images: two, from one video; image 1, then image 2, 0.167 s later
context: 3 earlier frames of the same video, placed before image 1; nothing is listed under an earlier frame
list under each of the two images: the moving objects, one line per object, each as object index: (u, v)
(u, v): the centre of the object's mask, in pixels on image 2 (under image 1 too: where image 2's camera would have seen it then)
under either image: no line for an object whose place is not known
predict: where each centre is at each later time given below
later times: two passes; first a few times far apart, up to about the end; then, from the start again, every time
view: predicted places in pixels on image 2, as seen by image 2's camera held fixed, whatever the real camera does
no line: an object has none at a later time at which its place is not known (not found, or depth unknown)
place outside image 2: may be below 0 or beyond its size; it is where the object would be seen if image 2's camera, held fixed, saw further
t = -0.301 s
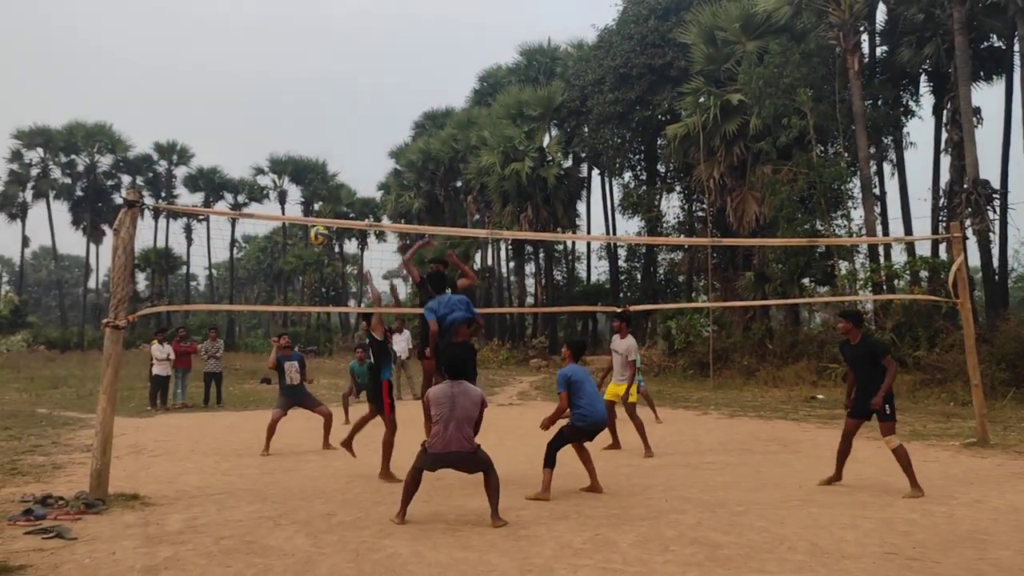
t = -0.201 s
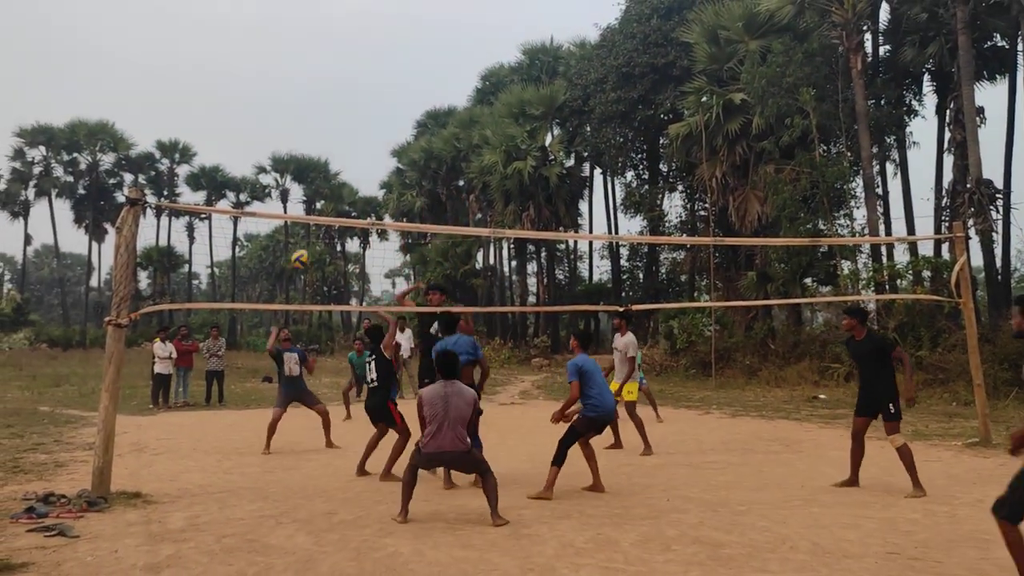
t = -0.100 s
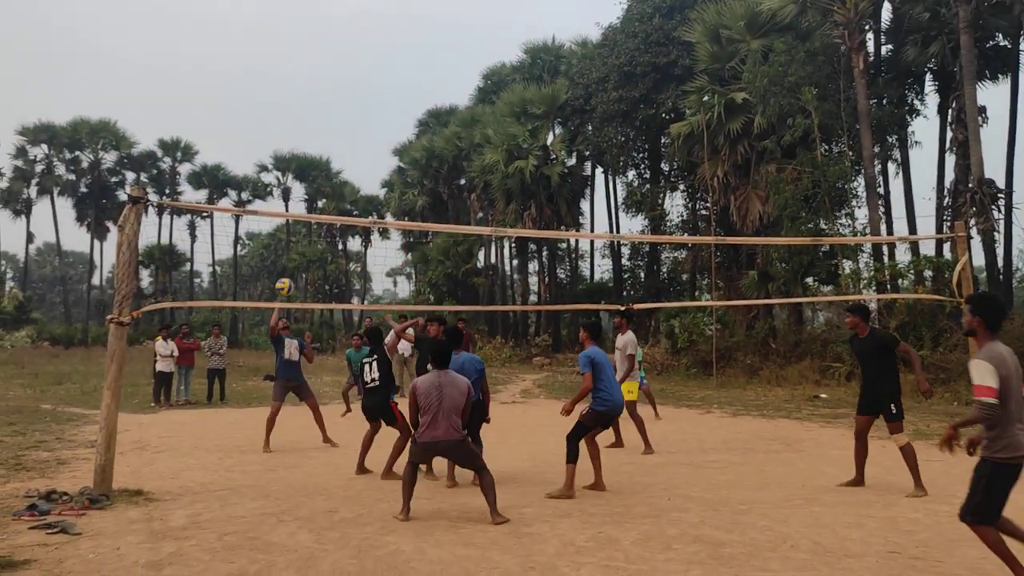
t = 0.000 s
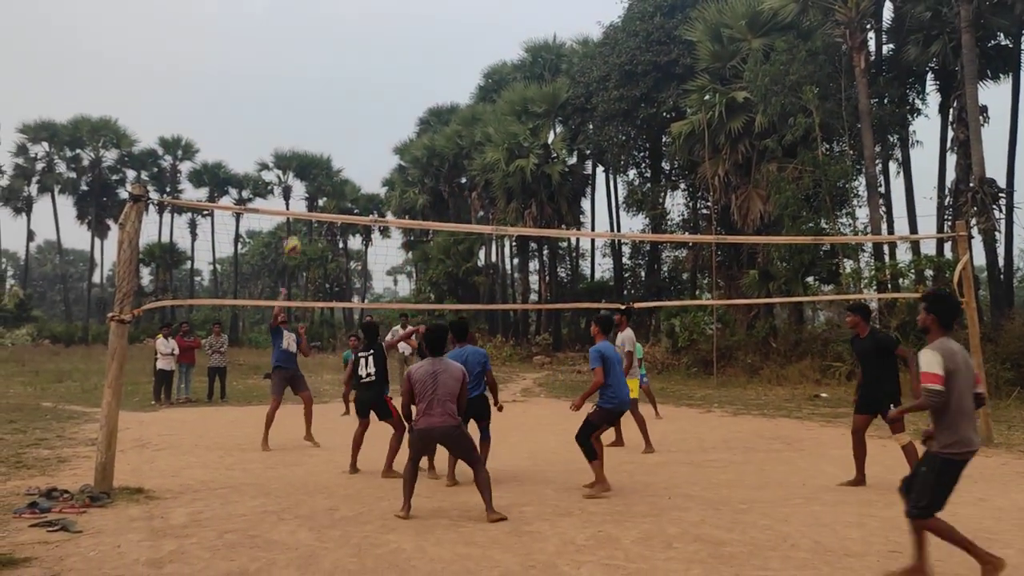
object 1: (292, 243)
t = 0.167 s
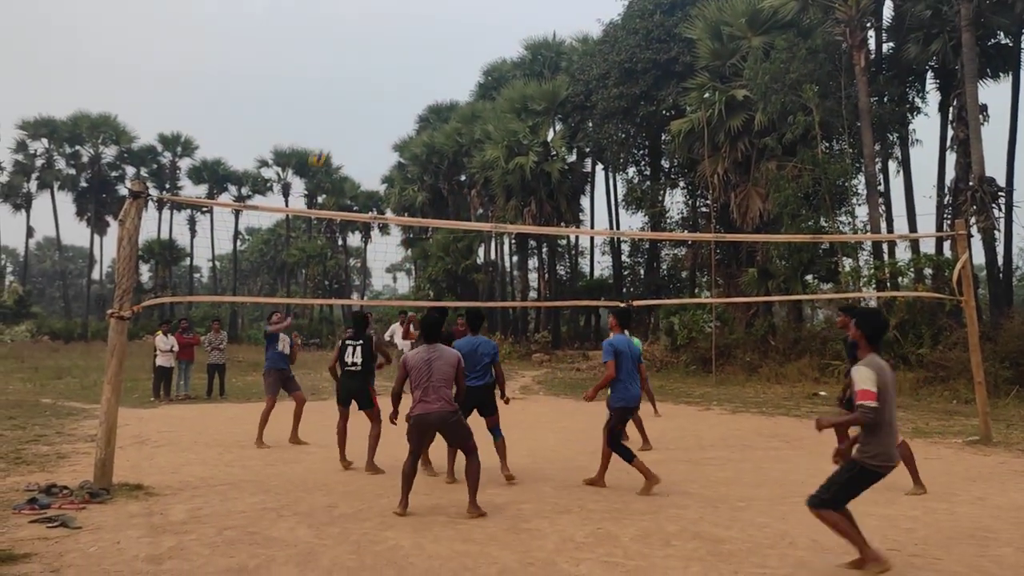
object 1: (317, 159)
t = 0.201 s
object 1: (323, 145)
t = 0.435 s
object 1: (362, 67)
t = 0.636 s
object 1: (397, 34)
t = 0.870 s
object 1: (440, 37)
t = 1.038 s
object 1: (470, 71)
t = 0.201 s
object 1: (323, 145)
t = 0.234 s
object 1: (328, 132)
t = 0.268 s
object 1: (334, 119)
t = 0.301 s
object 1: (339, 107)
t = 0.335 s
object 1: (345, 95)
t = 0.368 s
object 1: (351, 85)
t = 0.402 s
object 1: (356, 76)
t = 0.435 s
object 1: (362, 67)
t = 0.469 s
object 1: (368, 59)
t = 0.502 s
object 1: (373, 52)
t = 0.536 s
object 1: (379, 46)
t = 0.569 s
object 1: (385, 41)
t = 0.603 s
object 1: (391, 37)
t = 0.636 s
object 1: (397, 34)
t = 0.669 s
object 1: (403, 31)
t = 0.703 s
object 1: (409, 30)
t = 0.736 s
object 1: (416, 29)
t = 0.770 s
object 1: (422, 30)
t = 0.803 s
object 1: (428, 31)
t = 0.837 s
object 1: (434, 34)
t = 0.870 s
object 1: (440, 37)
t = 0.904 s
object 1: (446, 42)
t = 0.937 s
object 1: (452, 48)
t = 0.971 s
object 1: (458, 54)
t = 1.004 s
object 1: (464, 62)
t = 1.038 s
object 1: (470, 71)
